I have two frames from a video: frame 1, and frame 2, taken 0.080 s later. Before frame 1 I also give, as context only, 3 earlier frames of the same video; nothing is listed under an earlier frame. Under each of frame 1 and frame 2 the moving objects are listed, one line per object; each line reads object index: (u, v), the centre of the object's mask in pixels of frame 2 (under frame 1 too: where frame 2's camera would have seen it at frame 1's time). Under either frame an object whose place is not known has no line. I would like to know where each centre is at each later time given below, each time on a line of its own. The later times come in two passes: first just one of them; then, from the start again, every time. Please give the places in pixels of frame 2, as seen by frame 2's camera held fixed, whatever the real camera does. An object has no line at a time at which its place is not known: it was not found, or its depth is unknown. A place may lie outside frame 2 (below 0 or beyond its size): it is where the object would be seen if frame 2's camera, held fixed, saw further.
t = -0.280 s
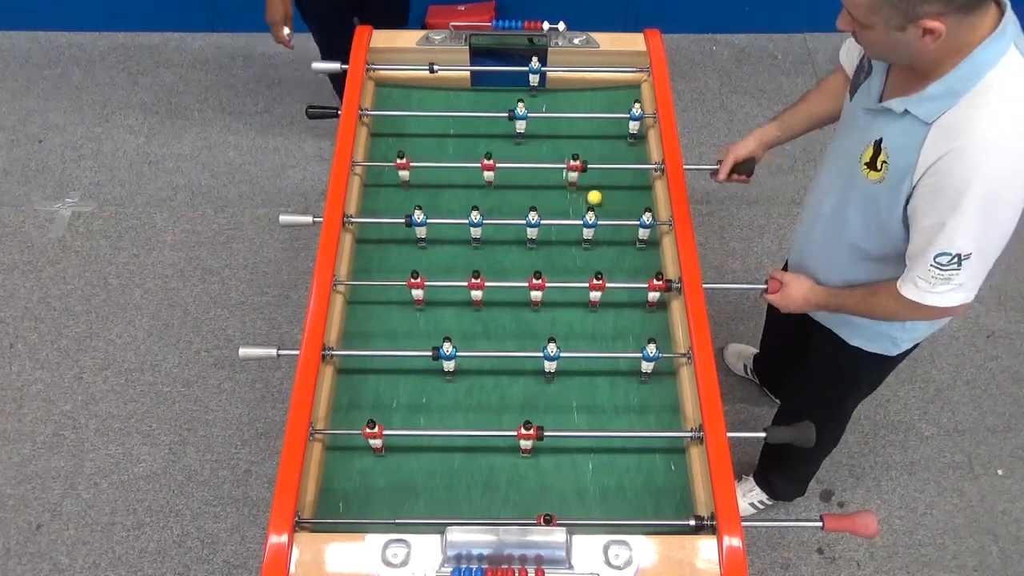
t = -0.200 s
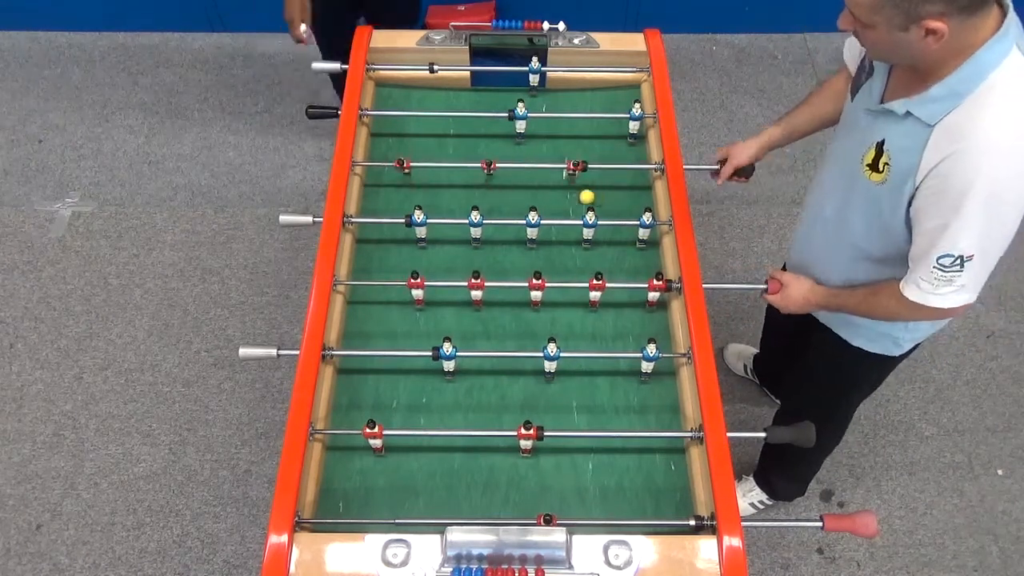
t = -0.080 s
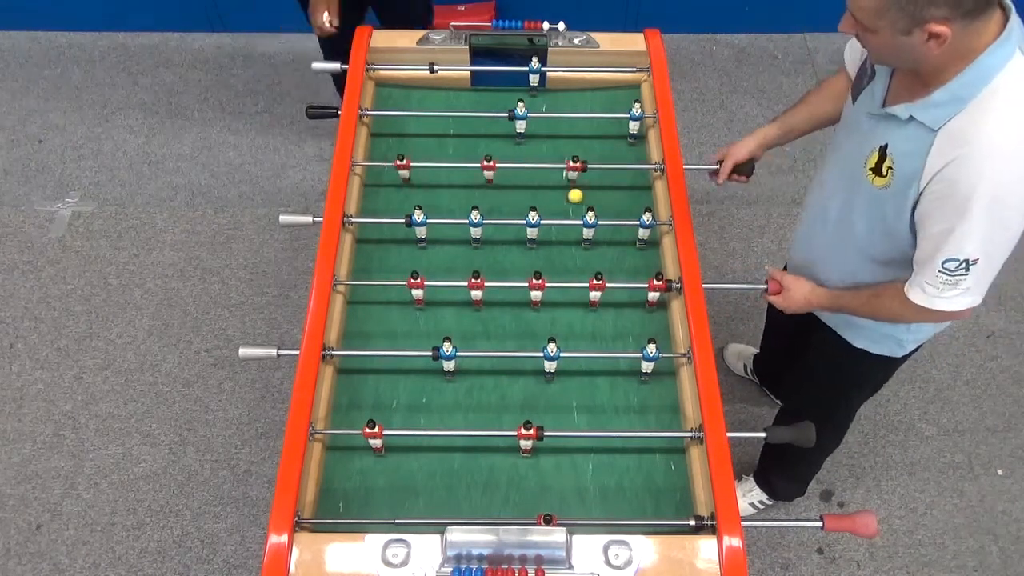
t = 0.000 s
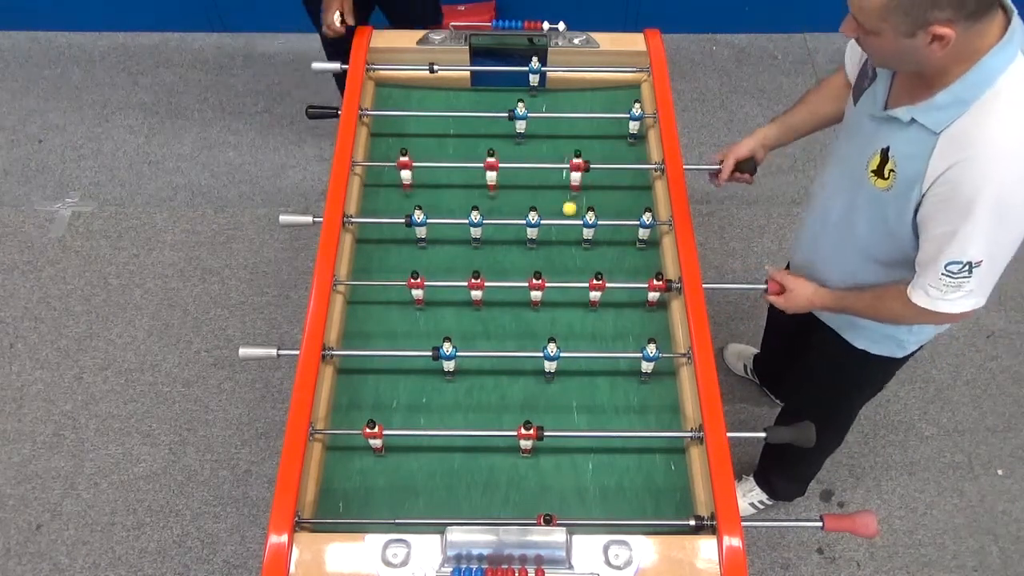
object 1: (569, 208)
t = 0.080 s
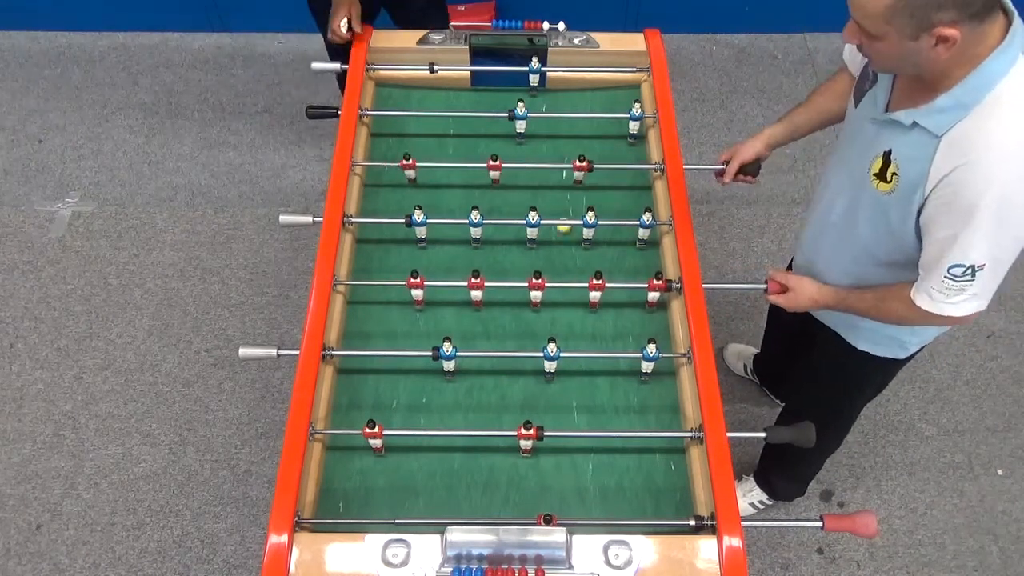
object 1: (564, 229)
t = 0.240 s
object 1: (552, 258)
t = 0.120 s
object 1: (561, 233)
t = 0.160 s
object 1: (558, 243)
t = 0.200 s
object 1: (555, 250)
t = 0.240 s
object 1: (552, 258)
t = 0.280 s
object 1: (549, 266)
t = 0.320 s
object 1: (546, 274)
